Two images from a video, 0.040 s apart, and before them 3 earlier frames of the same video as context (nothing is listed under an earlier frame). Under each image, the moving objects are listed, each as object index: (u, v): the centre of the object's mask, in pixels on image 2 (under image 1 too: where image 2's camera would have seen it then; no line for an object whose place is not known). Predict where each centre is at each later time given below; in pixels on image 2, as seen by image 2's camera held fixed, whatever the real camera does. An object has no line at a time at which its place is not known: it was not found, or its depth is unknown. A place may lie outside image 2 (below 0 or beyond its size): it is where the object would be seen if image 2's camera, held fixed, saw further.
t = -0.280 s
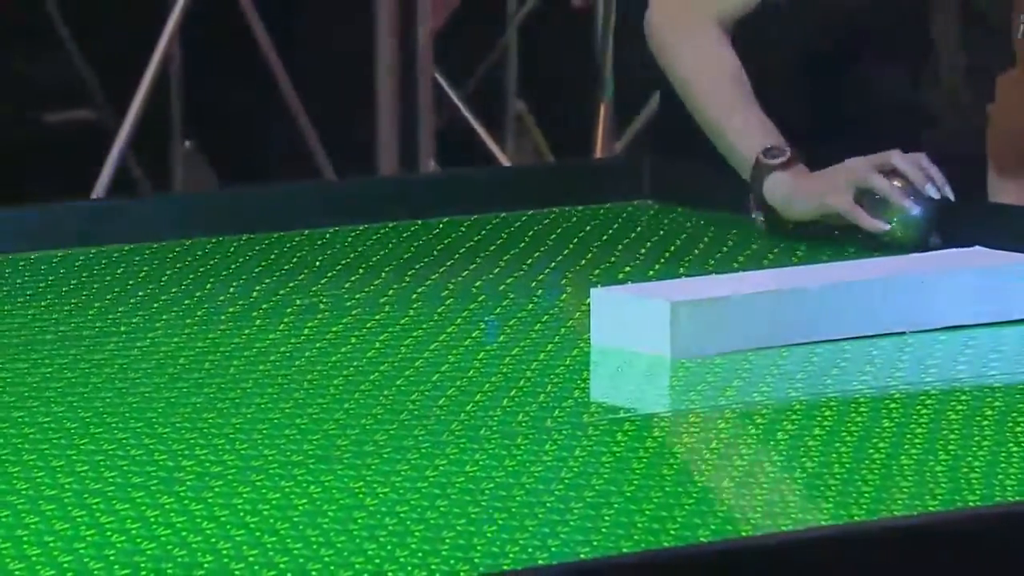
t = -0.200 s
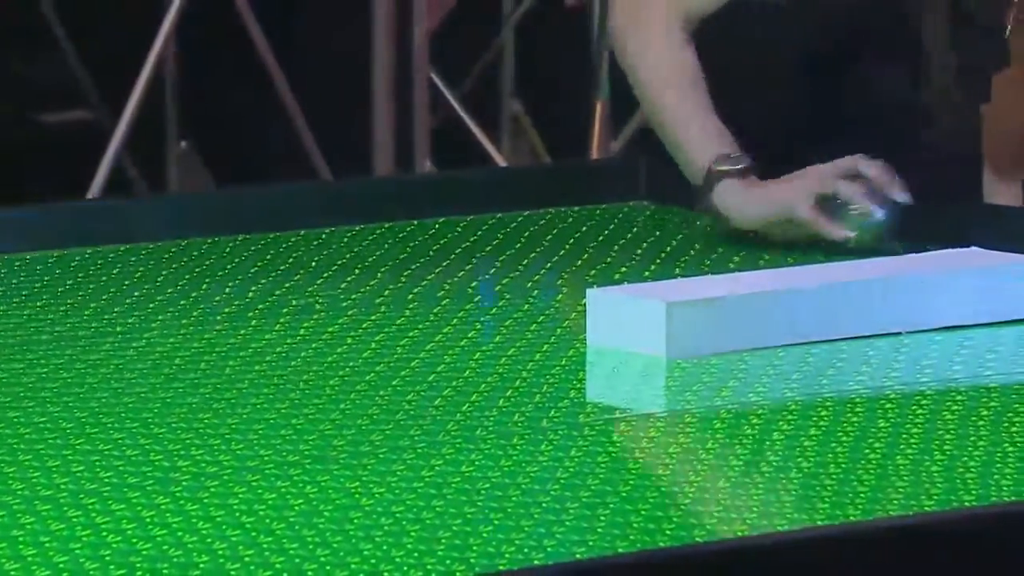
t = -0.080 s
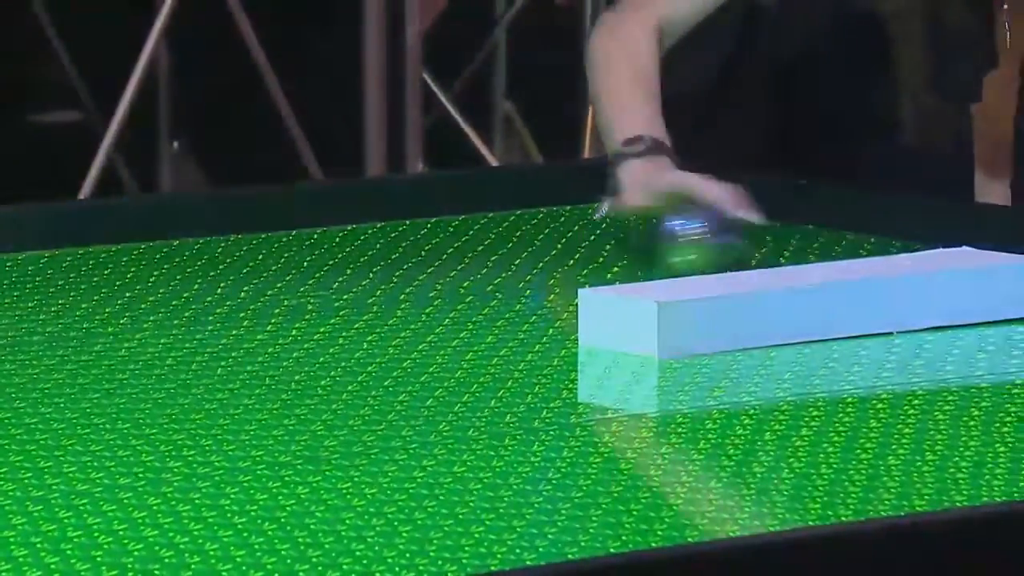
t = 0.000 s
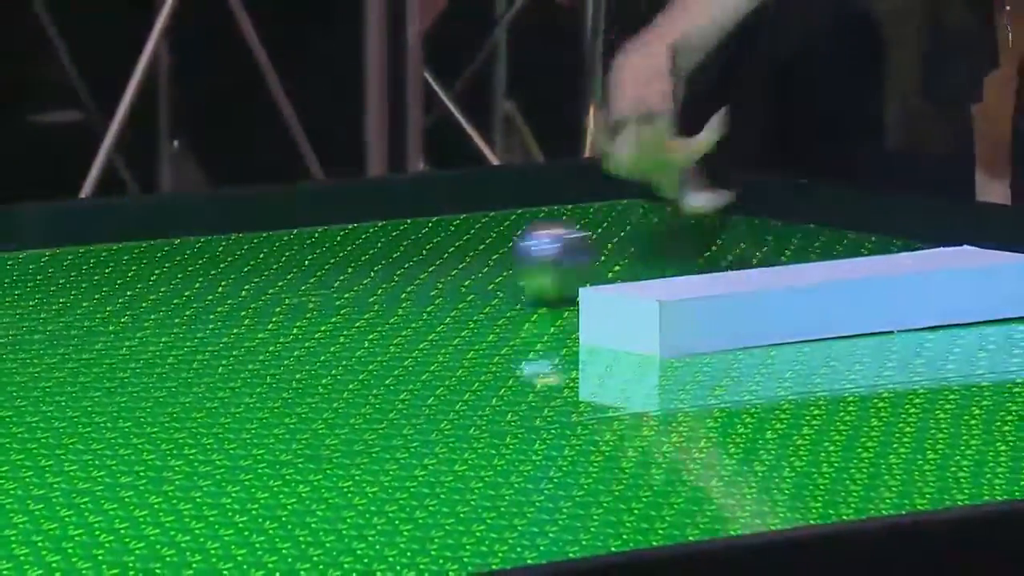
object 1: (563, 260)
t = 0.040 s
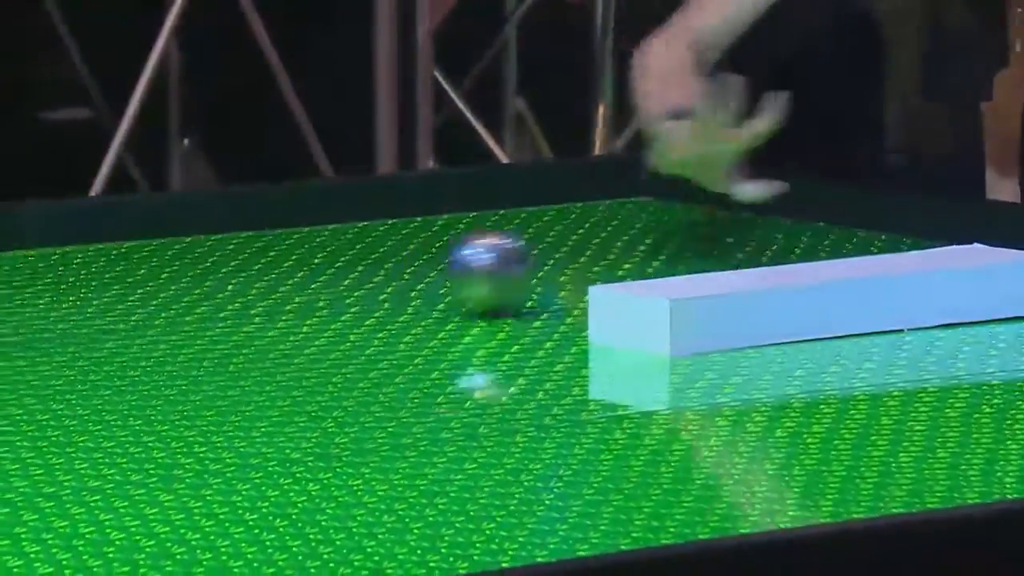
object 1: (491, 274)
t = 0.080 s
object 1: (418, 284)
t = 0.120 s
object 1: (342, 296)
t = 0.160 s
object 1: (270, 309)
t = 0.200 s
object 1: (197, 322)
